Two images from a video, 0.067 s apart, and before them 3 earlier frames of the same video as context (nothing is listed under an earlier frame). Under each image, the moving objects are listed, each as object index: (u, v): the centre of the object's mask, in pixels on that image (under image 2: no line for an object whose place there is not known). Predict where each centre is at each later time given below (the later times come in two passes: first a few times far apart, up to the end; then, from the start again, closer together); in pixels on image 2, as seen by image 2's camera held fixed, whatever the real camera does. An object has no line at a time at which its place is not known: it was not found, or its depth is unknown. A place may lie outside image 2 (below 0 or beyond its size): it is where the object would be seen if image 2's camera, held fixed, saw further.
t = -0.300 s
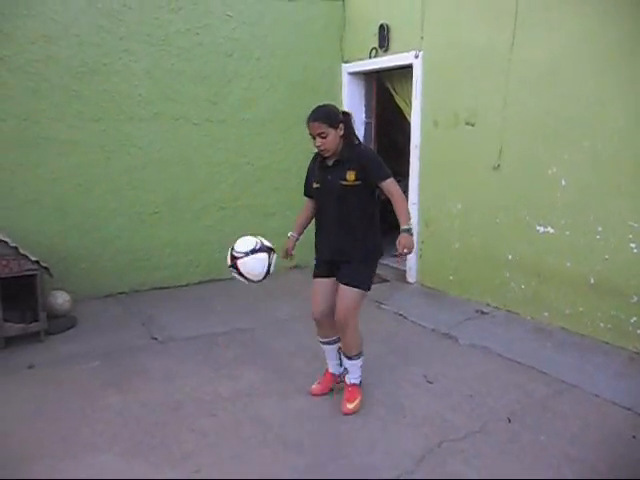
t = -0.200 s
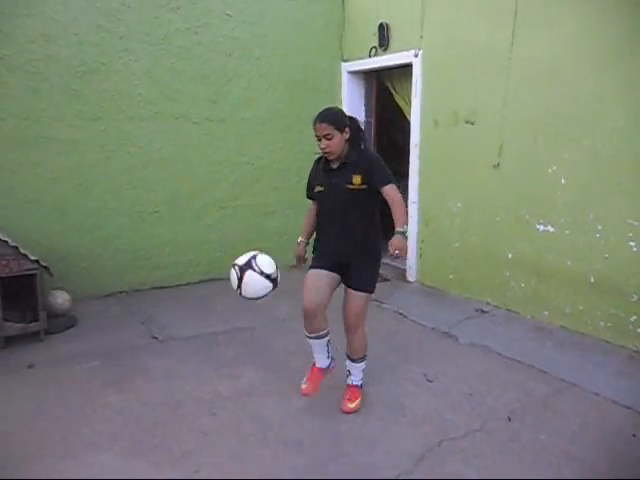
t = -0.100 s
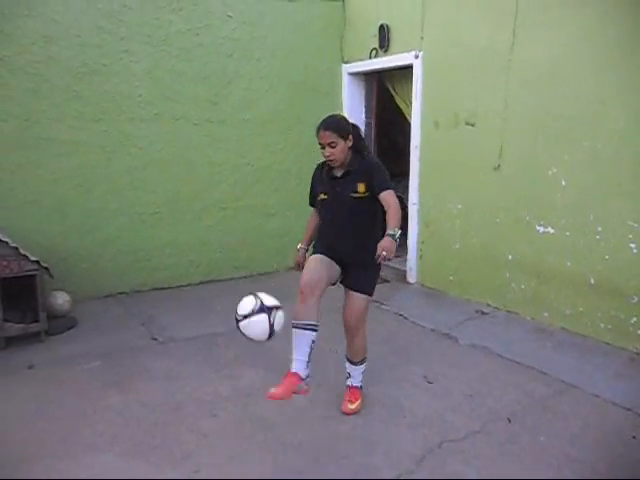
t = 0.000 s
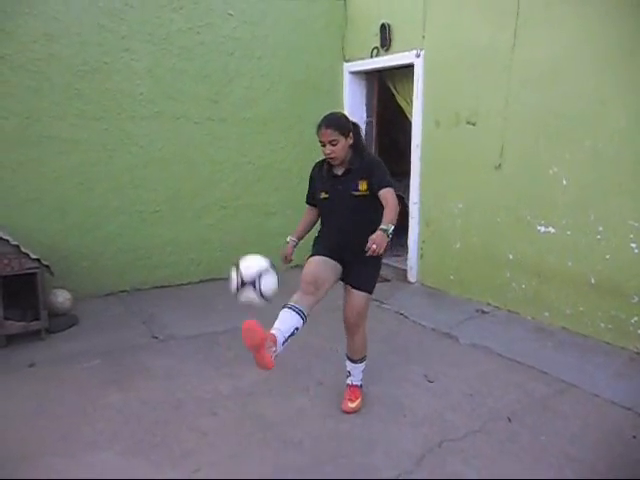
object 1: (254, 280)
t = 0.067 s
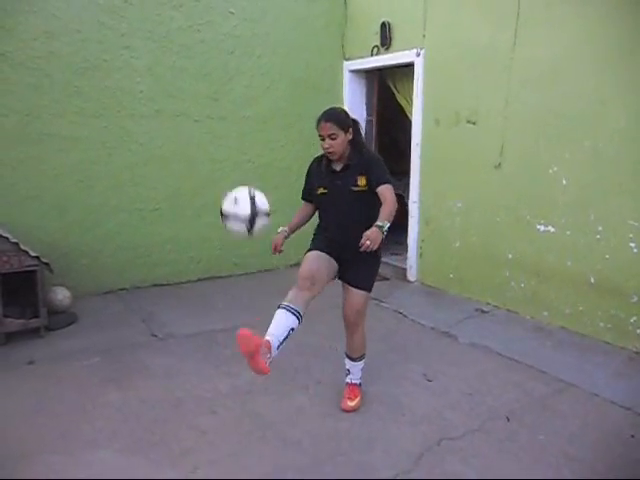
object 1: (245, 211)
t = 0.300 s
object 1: (215, 60)
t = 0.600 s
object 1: (186, 67)
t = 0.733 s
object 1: (177, 129)
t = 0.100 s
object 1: (241, 181)
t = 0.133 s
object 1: (235, 153)
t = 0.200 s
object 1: (226, 106)
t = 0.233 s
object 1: (222, 87)
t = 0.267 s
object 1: (218, 72)
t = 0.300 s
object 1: (215, 60)
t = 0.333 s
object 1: (211, 50)
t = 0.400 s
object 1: (204, 39)
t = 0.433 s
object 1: (200, 38)
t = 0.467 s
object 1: (196, 38)
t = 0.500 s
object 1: (193, 42)
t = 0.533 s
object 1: (191, 48)
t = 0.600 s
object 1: (186, 67)
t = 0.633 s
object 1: (183, 79)
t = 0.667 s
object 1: (181, 95)
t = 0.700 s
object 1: (179, 111)
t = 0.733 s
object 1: (177, 129)
